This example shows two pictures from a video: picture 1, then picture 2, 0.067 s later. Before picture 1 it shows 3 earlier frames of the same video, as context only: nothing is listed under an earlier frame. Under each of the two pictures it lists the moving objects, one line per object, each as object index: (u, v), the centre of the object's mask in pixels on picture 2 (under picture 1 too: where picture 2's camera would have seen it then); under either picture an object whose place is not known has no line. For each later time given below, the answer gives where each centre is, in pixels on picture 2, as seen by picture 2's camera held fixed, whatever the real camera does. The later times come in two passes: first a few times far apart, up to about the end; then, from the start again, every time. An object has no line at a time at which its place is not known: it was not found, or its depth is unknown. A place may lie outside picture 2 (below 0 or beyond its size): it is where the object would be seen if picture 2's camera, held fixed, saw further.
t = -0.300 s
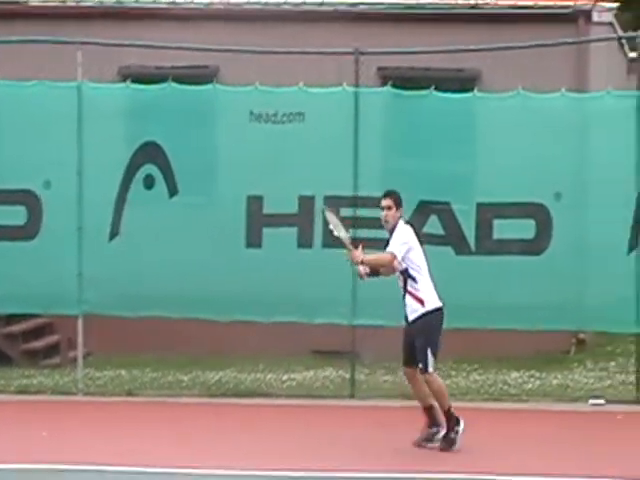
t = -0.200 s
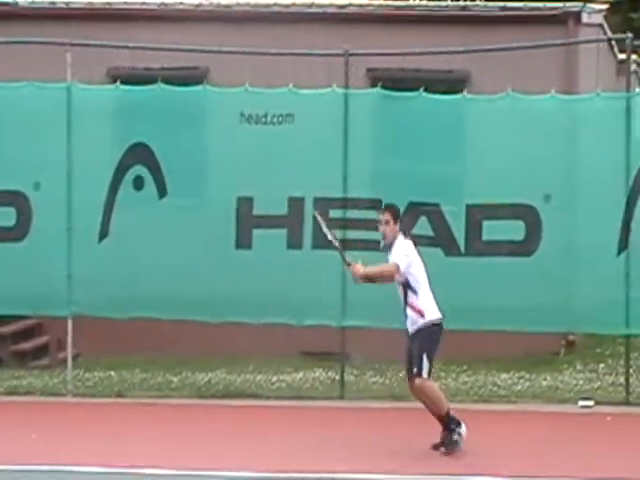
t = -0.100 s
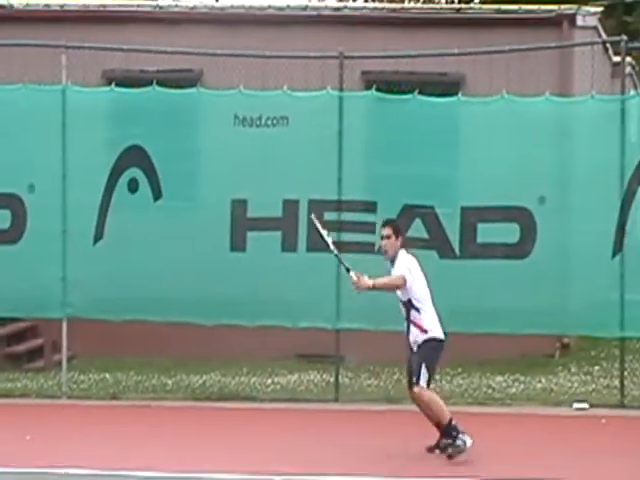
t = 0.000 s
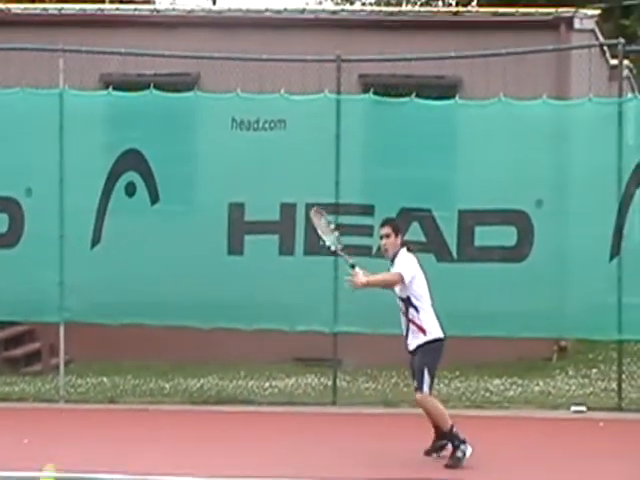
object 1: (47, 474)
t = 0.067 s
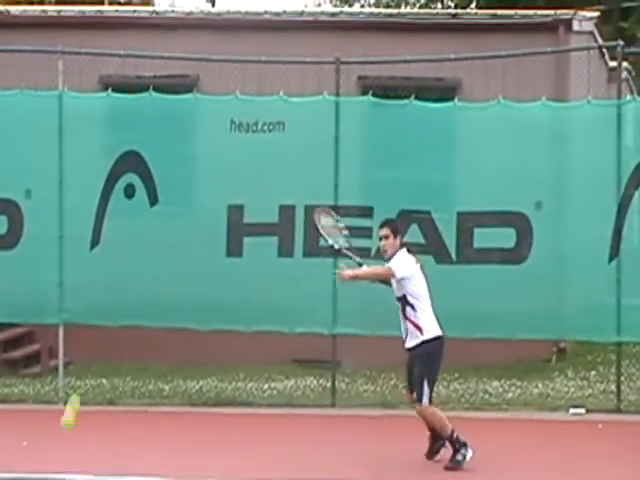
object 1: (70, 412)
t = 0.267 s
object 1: (137, 284)
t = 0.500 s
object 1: (194, 272)
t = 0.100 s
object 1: (83, 380)
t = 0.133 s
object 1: (95, 354)
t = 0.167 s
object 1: (106, 333)
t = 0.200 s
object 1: (117, 313)
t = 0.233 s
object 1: (127, 297)
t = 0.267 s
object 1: (137, 284)
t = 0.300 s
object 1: (146, 275)
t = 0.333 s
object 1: (155, 269)
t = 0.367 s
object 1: (163, 265)
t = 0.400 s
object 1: (172, 263)
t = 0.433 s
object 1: (179, 265)
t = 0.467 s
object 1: (187, 267)
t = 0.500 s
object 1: (194, 272)
